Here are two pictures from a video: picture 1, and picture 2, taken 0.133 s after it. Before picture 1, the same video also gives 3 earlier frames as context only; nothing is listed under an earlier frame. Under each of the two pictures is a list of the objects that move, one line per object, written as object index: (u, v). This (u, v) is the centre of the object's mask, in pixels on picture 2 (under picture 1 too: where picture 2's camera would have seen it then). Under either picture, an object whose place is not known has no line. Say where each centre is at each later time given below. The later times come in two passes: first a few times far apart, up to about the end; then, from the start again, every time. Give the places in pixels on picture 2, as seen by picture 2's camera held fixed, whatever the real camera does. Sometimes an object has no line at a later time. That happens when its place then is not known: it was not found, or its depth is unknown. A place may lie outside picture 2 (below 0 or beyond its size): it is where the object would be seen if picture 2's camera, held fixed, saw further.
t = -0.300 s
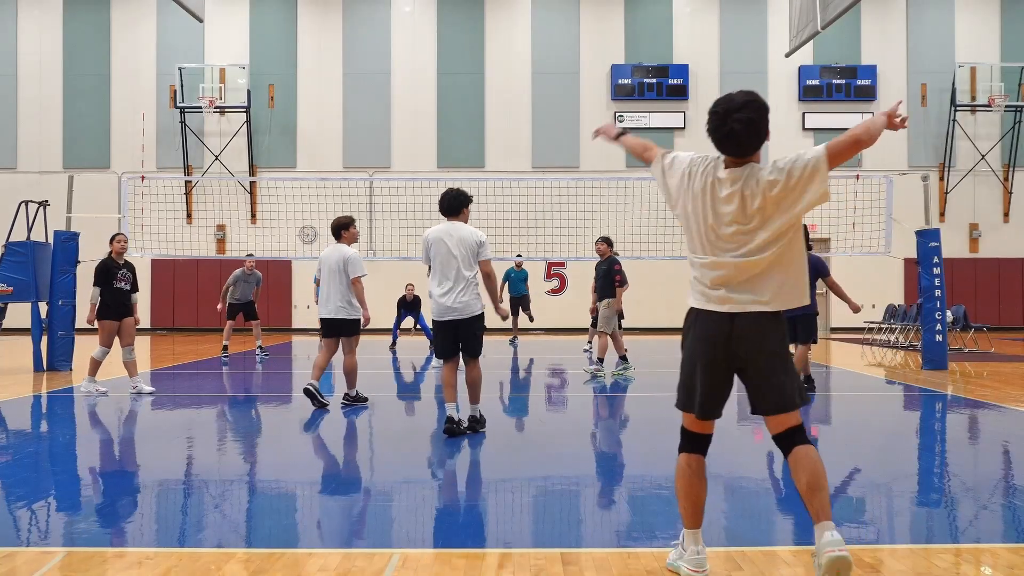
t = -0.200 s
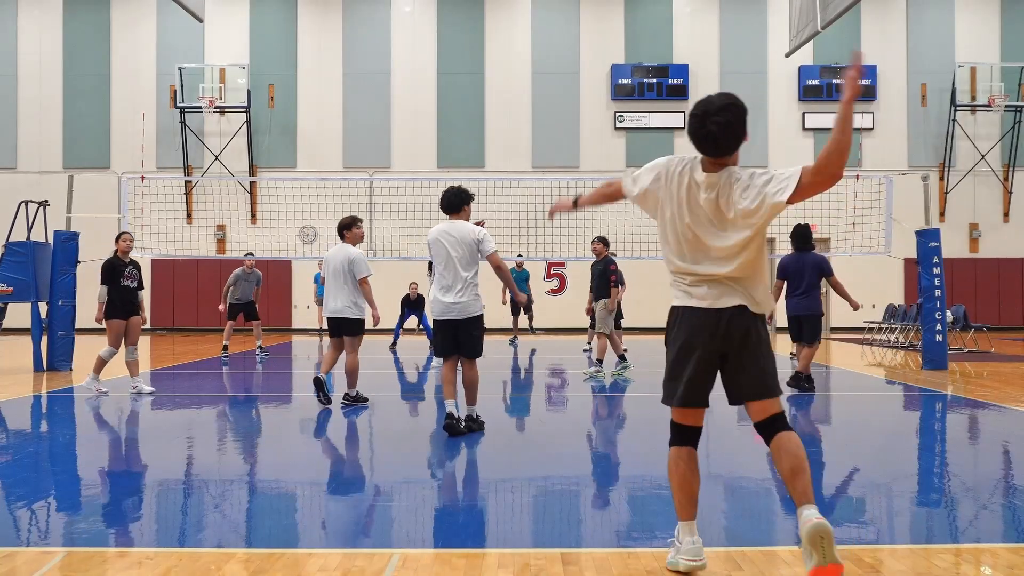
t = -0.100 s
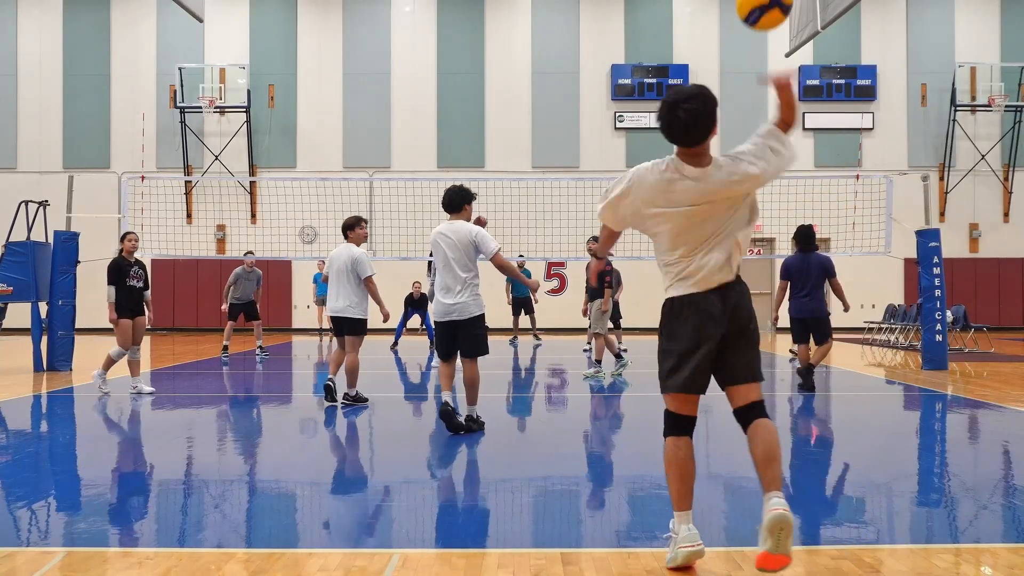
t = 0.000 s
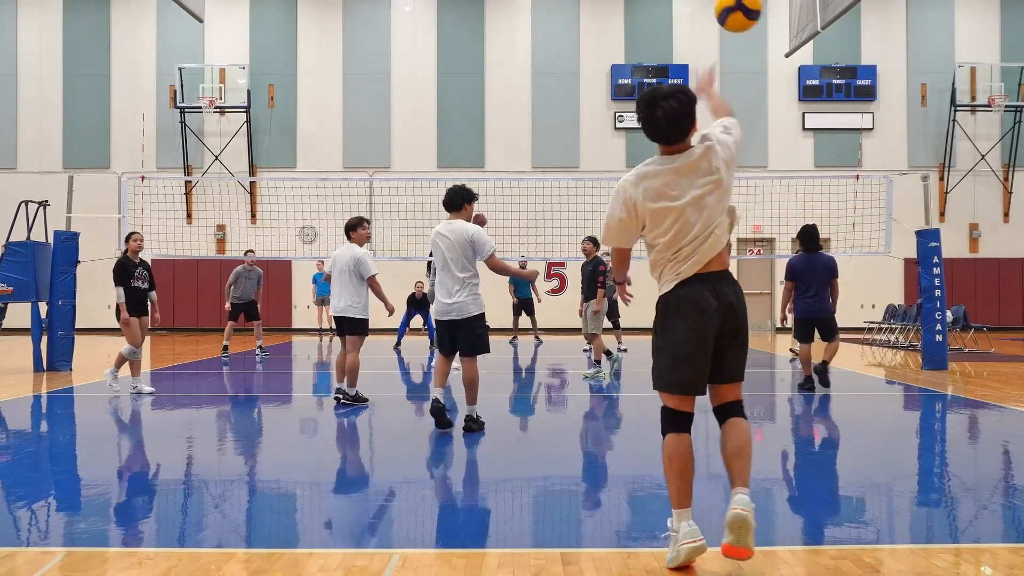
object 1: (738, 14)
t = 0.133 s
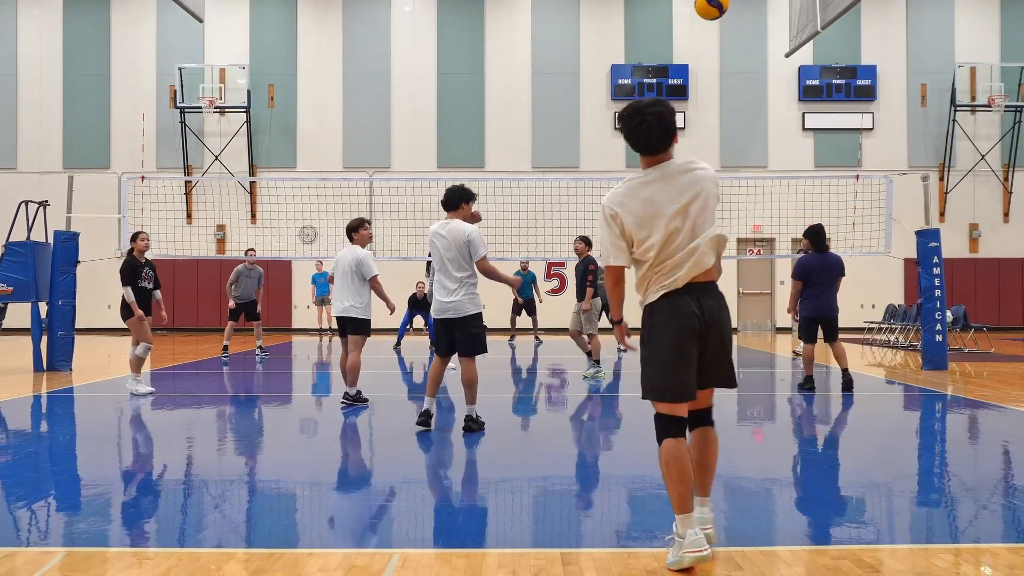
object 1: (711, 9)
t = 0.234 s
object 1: (702, 16)
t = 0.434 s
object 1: (698, 60)
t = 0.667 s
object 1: (706, 128)
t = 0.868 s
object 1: (716, 196)
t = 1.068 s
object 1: (725, 272)
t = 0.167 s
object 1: (707, 10)
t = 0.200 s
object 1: (704, 12)
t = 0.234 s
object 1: (702, 16)
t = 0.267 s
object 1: (700, 22)
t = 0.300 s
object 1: (698, 28)
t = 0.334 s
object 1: (698, 35)
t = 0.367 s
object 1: (698, 43)
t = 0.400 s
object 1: (698, 51)
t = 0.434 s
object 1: (698, 60)
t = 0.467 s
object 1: (699, 69)
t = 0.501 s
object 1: (700, 78)
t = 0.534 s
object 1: (701, 87)
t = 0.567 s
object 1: (702, 97)
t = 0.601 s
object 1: (703, 106)
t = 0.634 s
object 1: (705, 117)
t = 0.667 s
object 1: (706, 128)
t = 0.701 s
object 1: (708, 138)
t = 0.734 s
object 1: (710, 149)
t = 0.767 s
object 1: (712, 161)
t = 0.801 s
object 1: (713, 171)
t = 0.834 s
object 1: (714, 186)
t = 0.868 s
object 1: (716, 196)
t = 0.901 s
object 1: (717, 209)
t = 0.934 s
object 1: (719, 221)
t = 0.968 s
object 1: (720, 234)
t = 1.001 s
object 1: (722, 246)
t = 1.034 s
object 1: (724, 260)
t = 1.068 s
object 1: (725, 272)
